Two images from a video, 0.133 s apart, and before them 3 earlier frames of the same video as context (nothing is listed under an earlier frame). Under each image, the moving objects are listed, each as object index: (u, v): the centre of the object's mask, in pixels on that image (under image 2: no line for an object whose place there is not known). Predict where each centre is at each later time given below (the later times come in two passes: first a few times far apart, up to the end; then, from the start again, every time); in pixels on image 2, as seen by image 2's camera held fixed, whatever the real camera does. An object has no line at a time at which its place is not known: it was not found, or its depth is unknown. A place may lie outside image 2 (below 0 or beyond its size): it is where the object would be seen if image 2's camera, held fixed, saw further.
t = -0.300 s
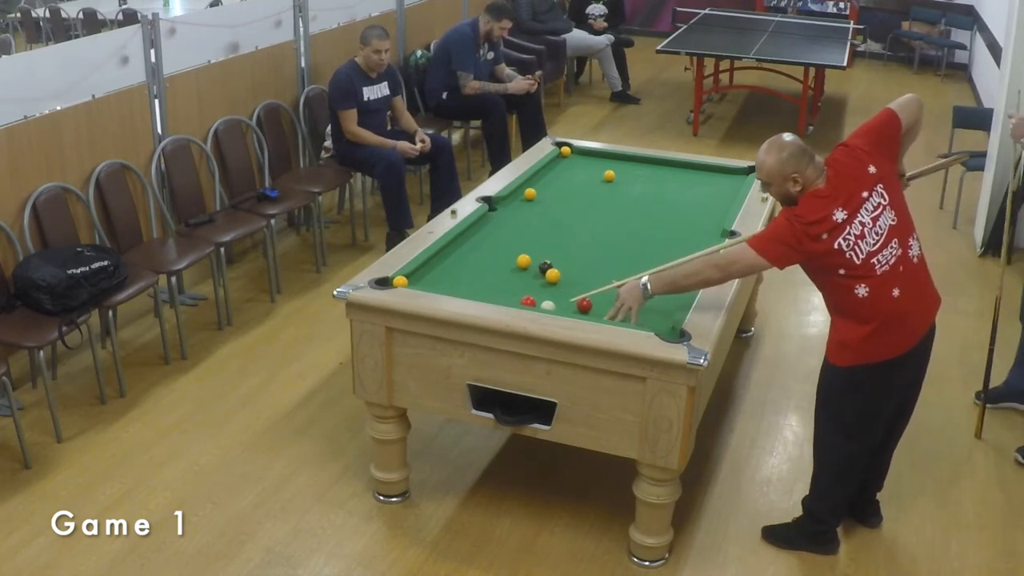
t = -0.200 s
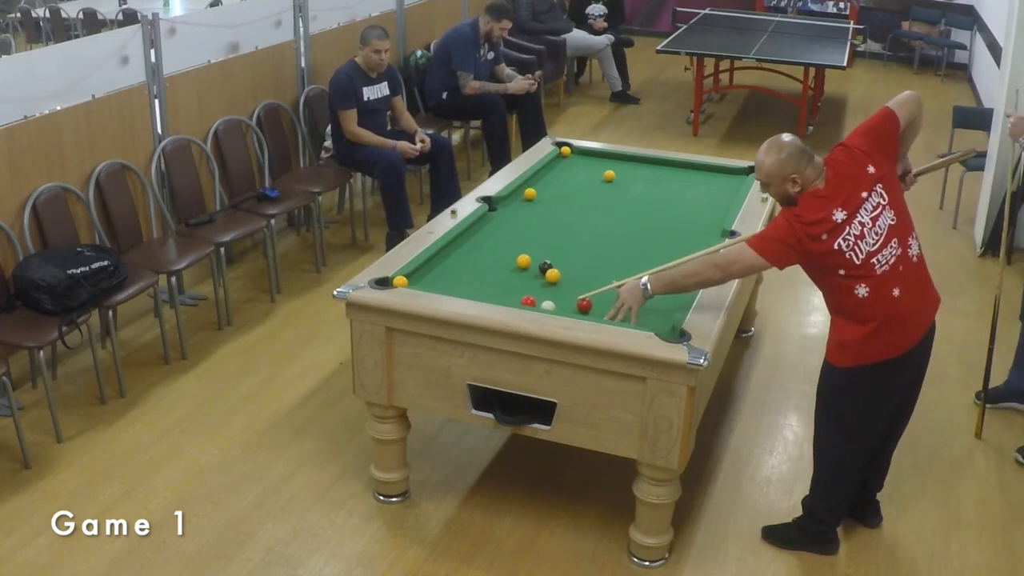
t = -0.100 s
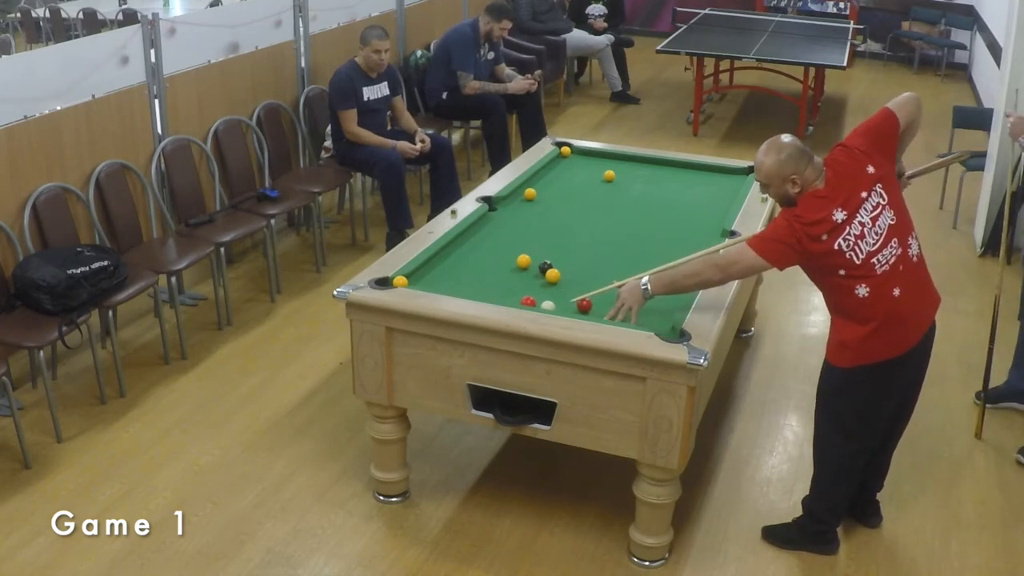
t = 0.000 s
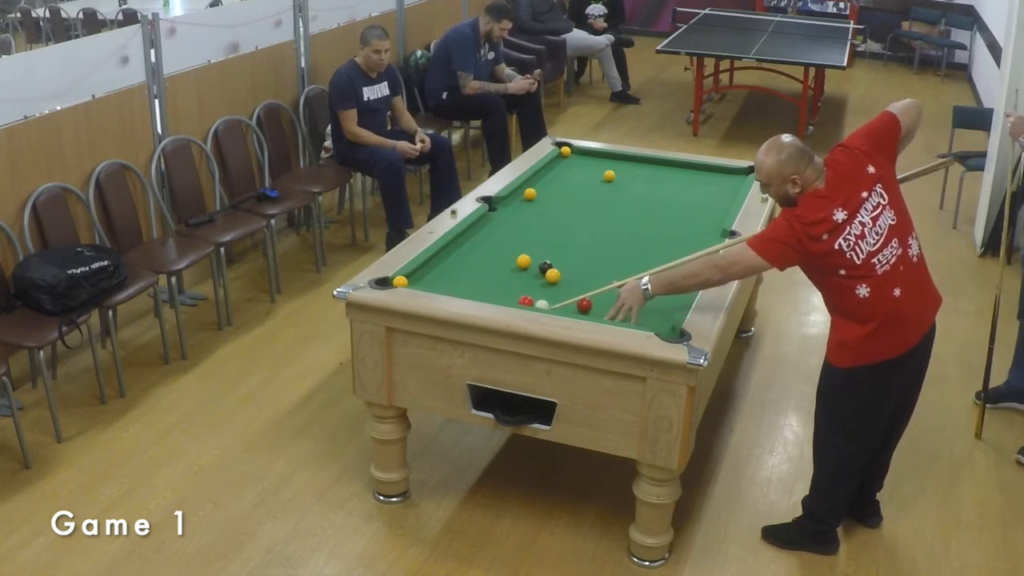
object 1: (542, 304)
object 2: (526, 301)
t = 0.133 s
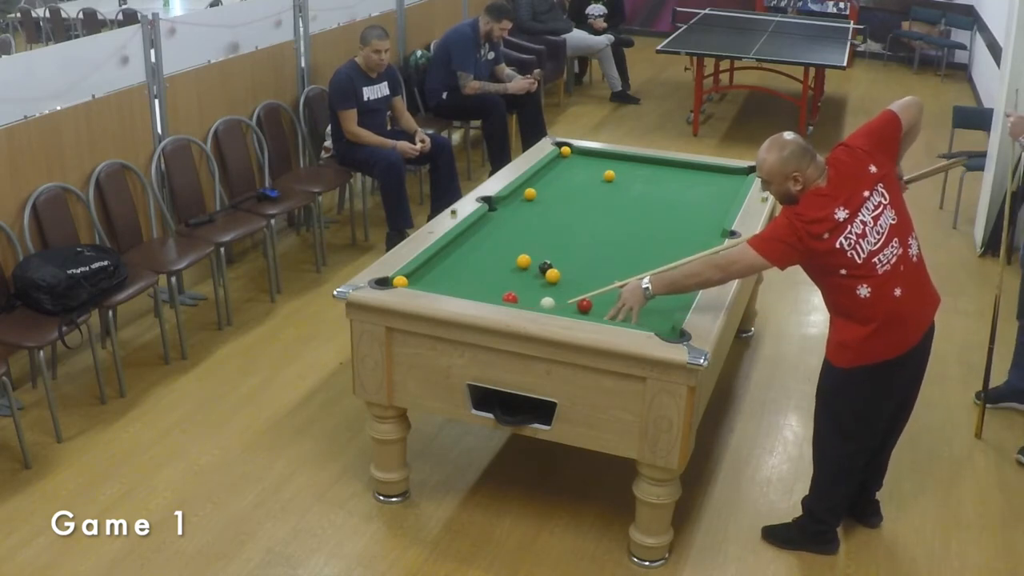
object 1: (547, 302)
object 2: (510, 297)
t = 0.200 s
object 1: (550, 301)
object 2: (503, 296)
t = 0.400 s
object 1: (558, 298)
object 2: (483, 291)
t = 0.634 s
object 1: (567, 294)
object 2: (462, 286)
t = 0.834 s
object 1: (574, 291)
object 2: (444, 283)
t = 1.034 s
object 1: (580, 288)
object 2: (429, 279)
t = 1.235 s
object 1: (586, 286)
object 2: (416, 276)
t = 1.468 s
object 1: (591, 284)
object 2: (428, 277)
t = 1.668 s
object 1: (596, 282)
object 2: (437, 279)
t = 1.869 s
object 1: (600, 281)
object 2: (447, 280)
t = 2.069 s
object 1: (603, 280)
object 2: (455, 281)
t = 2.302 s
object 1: (606, 279)
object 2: (464, 283)
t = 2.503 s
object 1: (607, 279)
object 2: (471, 283)
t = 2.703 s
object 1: (608, 278)
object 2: (477, 284)
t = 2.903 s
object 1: (608, 278)
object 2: (483, 284)
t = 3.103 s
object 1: (608, 278)
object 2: (488, 285)
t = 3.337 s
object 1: (608, 278)
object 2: (492, 285)
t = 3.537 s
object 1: (608, 278)
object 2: (495, 286)
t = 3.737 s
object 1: (608, 278)
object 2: (498, 286)
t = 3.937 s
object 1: (608, 278)
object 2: (500, 286)
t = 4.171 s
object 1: (608, 278)
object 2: (500, 286)
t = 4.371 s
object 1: (608, 278)
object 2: (500, 286)
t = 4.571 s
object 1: (608, 278)
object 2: (500, 286)
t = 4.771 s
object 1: (608, 278)
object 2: (500, 286)
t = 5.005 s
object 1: (608, 278)
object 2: (500, 286)
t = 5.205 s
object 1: (608, 278)
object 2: (500, 286)
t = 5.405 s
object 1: (608, 278)
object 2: (500, 286)
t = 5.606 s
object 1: (608, 278)
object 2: (500, 286)
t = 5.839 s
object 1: (608, 278)
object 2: (500, 286)
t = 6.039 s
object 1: (608, 278)
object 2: (500, 286)
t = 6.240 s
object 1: (608, 278)
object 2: (500, 286)
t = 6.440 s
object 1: (608, 278)
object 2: (500, 286)
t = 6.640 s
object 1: (608, 278)
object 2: (500, 286)
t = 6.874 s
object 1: (608, 278)
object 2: (500, 286)
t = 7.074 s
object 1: (608, 278)
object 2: (500, 286)
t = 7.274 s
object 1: (608, 278)
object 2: (500, 286)
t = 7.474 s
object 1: (608, 278)
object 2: (500, 286)
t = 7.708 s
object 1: (608, 278)
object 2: (500, 286)
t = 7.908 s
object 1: (608, 278)
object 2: (500, 286)
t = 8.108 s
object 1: (608, 278)
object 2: (500, 286)
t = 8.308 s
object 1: (608, 278)
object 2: (500, 286)
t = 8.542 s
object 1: (608, 278)
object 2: (500, 286)
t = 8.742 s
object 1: (608, 278)
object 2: (500, 286)
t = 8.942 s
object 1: (608, 278)
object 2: (500, 286)
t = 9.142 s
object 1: (608, 278)
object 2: (500, 286)
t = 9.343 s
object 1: (608, 278)
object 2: (500, 286)
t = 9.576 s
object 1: (608, 278)
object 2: (500, 286)
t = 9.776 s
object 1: (608, 278)
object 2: (500, 286)
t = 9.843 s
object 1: (608, 278)
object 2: (500, 286)
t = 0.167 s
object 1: (548, 302)
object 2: (507, 296)
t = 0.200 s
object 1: (550, 301)
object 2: (503, 296)
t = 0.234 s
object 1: (551, 301)
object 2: (500, 295)
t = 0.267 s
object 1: (553, 301)
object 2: (496, 294)
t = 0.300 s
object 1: (554, 300)
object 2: (493, 293)
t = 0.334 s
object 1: (556, 300)
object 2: (490, 292)
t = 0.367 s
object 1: (557, 299)
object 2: (486, 292)
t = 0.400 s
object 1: (558, 298)
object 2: (483, 291)
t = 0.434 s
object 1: (559, 298)
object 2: (480, 291)
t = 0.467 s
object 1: (561, 297)
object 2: (477, 290)
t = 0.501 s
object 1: (562, 296)
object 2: (474, 289)
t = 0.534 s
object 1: (563, 296)
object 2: (470, 288)
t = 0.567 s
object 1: (564, 295)
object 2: (467, 288)
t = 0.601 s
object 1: (566, 295)
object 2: (464, 287)
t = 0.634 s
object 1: (567, 294)
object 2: (462, 286)
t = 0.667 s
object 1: (568, 294)
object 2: (458, 285)
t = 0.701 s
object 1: (569, 293)
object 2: (456, 285)
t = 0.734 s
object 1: (570, 293)
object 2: (453, 284)
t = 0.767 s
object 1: (572, 292)
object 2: (450, 284)
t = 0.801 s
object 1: (573, 292)
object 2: (447, 283)
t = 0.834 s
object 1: (574, 291)
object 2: (444, 283)
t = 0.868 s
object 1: (575, 291)
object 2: (442, 282)
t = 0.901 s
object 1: (576, 290)
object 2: (439, 281)
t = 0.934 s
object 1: (577, 289)
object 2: (436, 281)
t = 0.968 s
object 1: (578, 289)
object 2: (434, 280)
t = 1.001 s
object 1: (579, 289)
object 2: (431, 280)
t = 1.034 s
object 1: (580, 288)
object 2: (429, 279)
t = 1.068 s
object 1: (581, 288)
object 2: (427, 278)
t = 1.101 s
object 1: (582, 288)
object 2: (424, 278)
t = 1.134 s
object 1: (583, 287)
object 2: (421, 277)
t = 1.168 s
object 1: (584, 287)
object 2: (419, 277)
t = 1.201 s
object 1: (585, 286)
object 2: (417, 276)
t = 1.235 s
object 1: (586, 286)
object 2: (416, 276)
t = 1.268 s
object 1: (587, 285)
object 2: (417, 276)
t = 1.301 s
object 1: (588, 285)
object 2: (419, 276)
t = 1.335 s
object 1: (589, 285)
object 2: (421, 276)
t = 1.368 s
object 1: (589, 284)
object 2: (422, 276)
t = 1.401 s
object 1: (590, 284)
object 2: (424, 277)
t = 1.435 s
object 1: (591, 284)
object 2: (426, 277)
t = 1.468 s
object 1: (591, 284)
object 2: (428, 277)
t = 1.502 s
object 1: (592, 283)
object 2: (429, 278)
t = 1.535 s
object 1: (593, 283)
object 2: (431, 278)
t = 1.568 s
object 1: (594, 283)
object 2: (433, 278)
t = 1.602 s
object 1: (595, 282)
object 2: (435, 278)
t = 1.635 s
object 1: (595, 282)
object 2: (436, 278)
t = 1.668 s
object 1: (596, 282)
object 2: (437, 279)
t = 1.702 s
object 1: (597, 282)
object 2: (439, 279)
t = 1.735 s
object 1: (597, 281)
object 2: (440, 279)
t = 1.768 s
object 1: (598, 281)
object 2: (442, 279)
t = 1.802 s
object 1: (599, 281)
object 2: (444, 280)
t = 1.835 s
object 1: (599, 281)
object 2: (445, 280)
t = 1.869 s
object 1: (600, 281)
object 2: (447, 280)
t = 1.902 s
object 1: (600, 280)
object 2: (448, 280)
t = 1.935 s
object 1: (601, 280)
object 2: (450, 280)
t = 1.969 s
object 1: (601, 280)
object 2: (451, 280)
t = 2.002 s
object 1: (602, 280)
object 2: (452, 281)
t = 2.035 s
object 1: (602, 280)
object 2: (454, 281)
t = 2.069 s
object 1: (603, 280)
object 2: (455, 281)
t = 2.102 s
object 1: (603, 280)
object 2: (457, 281)
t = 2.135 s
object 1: (604, 279)
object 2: (458, 281)
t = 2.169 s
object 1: (604, 279)
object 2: (459, 282)
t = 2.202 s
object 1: (605, 279)
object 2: (460, 282)
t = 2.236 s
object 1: (605, 279)
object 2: (462, 282)
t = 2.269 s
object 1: (605, 279)
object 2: (463, 282)
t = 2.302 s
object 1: (606, 279)
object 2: (464, 283)
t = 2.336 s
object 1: (606, 279)
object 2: (465, 283)
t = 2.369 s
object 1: (606, 279)
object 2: (467, 282)
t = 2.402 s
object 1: (607, 279)
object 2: (468, 282)
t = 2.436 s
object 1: (607, 279)
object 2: (469, 283)
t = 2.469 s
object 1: (607, 278)
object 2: (470, 283)
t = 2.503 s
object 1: (607, 279)
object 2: (471, 283)
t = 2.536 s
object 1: (607, 279)
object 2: (472, 283)
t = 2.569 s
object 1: (608, 278)
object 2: (473, 283)
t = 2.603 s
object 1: (608, 278)
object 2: (474, 284)
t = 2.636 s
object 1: (608, 278)
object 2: (475, 284)
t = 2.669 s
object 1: (608, 278)
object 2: (476, 284)
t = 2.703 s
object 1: (608, 278)
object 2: (477, 284)
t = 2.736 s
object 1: (608, 278)
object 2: (478, 284)
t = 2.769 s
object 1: (608, 278)
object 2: (479, 284)
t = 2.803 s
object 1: (608, 278)
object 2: (480, 284)
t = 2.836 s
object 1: (608, 278)
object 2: (481, 284)
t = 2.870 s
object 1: (608, 278)
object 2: (482, 284)
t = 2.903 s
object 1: (608, 278)
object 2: (483, 284)
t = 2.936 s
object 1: (608, 278)
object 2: (483, 284)
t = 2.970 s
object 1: (608, 278)
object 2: (485, 285)
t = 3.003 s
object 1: (608, 278)
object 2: (485, 285)
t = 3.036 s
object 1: (608, 278)
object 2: (486, 285)
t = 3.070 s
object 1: (608, 278)
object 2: (487, 285)
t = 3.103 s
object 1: (608, 278)
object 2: (488, 285)
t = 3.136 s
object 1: (608, 278)
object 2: (488, 285)
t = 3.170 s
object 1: (608, 278)
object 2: (489, 285)
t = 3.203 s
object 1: (608, 278)
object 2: (490, 285)
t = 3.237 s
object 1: (608, 278)
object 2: (490, 285)
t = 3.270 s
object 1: (608, 278)
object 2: (491, 285)
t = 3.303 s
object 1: (608, 278)
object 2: (492, 285)
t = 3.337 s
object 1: (608, 278)
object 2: (492, 285)
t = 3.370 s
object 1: (608, 278)
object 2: (493, 285)
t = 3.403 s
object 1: (608, 278)
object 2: (494, 285)
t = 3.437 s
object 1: (608, 278)
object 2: (494, 286)
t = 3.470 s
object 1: (608, 278)
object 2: (494, 285)
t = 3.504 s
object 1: (608, 278)
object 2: (495, 285)
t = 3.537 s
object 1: (608, 278)
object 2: (495, 286)
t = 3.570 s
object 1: (608, 278)
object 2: (496, 286)
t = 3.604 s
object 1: (608, 278)
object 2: (496, 286)
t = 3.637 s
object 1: (608, 278)
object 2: (497, 286)
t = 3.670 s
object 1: (608, 278)
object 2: (497, 286)
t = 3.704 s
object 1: (608, 278)
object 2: (498, 286)
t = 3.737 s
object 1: (608, 278)
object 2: (498, 286)
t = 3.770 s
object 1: (608, 278)
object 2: (498, 286)
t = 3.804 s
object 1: (608, 278)
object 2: (499, 286)
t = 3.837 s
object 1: (608, 278)
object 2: (499, 286)
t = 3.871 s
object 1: (608, 278)
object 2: (499, 286)
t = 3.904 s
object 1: (608, 278)
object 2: (500, 286)
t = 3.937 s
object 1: (608, 278)
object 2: (500, 286)
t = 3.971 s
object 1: (608, 278)
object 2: (500, 286)
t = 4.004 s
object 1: (608, 278)
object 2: (500, 286)
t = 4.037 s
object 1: (608, 278)
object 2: (500, 286)
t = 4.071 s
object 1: (608, 278)
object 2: (500, 286)
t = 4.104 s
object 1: (608, 278)
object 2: (500, 286)
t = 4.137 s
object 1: (608, 278)
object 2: (500, 286)
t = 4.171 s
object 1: (608, 278)
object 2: (500, 286)
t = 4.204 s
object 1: (608, 278)
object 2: (500, 286)
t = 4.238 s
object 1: (608, 278)
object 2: (500, 286)
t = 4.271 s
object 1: (608, 278)
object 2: (500, 286)
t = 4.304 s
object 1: (608, 278)
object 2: (500, 286)
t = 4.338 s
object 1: (608, 278)
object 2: (500, 286)
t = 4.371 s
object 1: (608, 278)
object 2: (500, 286)
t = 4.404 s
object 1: (608, 278)
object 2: (500, 286)
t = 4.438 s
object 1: (608, 278)
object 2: (500, 286)
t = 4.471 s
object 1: (608, 278)
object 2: (500, 286)
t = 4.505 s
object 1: (608, 278)
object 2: (500, 286)
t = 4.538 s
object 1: (608, 278)
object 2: (500, 286)
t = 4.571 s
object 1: (608, 278)
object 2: (500, 286)
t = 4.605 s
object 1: (608, 278)
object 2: (500, 286)
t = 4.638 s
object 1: (608, 278)
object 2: (500, 286)
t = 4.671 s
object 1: (608, 278)
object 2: (500, 286)
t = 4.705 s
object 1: (608, 278)
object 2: (500, 286)
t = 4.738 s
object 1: (608, 278)
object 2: (500, 286)
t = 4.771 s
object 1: (608, 278)
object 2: (500, 286)
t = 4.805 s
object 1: (608, 278)
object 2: (500, 286)
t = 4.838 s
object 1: (608, 278)
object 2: (500, 286)
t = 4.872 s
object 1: (608, 278)
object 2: (500, 286)
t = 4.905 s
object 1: (608, 278)
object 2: (500, 286)
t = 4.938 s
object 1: (608, 278)
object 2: (500, 286)
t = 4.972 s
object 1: (608, 278)
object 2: (500, 286)
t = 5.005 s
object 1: (608, 278)
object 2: (500, 286)
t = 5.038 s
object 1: (608, 278)
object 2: (500, 286)
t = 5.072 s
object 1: (608, 278)
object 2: (500, 286)
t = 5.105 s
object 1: (608, 278)
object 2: (500, 286)
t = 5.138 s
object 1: (608, 278)
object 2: (500, 286)
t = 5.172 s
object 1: (608, 278)
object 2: (500, 286)
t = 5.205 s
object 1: (608, 278)
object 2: (500, 286)
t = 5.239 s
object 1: (608, 278)
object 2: (500, 286)
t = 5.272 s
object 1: (609, 278)
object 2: (500, 286)
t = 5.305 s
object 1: (608, 278)
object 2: (500, 286)
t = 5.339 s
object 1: (608, 278)
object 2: (500, 286)
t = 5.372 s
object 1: (608, 278)
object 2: (500, 286)
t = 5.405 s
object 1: (608, 278)
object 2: (500, 286)
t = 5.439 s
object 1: (608, 278)
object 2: (500, 286)
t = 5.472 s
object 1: (608, 278)
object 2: (500, 286)
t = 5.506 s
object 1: (608, 278)
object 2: (500, 286)
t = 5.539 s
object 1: (608, 278)
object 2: (500, 286)
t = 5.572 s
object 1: (608, 278)
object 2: (500, 286)
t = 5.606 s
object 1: (608, 278)
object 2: (500, 286)
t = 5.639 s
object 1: (608, 278)
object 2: (500, 286)
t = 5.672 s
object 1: (608, 278)
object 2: (500, 286)
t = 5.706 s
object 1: (608, 278)
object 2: (500, 286)
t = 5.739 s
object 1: (608, 278)
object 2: (500, 286)
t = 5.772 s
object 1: (608, 278)
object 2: (500, 286)
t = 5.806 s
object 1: (609, 278)
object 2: (500, 286)
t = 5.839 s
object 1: (608, 278)
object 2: (500, 286)
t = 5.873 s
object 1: (608, 278)
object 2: (500, 286)
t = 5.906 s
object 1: (608, 278)
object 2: (500, 286)
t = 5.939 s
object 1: (609, 278)
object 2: (500, 286)
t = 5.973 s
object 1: (608, 278)
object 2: (500, 286)
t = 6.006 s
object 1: (608, 278)
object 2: (500, 286)
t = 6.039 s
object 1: (608, 278)
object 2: (500, 286)
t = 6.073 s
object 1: (608, 278)
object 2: (500, 286)
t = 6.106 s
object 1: (608, 278)
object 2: (500, 286)
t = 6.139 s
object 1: (608, 278)
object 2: (500, 286)
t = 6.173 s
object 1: (609, 278)
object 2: (500, 286)
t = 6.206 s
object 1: (608, 278)
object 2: (500, 286)
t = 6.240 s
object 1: (608, 278)
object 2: (500, 286)
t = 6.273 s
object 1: (608, 278)
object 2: (500, 286)
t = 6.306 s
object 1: (608, 278)
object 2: (500, 286)
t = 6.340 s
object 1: (608, 278)
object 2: (500, 286)
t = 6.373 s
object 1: (608, 278)
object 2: (500, 286)
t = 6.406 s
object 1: (608, 278)
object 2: (500, 286)
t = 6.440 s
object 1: (608, 278)
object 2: (500, 286)
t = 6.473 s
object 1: (608, 278)
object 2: (500, 286)
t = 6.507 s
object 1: (608, 278)
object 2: (500, 286)
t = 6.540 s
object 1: (608, 278)
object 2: (500, 286)
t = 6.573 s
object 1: (608, 278)
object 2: (500, 286)
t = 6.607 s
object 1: (608, 278)
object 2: (500, 286)
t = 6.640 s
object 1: (608, 278)
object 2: (500, 286)
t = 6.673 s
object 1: (608, 278)
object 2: (500, 286)
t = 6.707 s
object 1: (608, 278)
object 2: (500, 286)
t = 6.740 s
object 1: (608, 278)
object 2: (500, 286)
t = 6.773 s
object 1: (608, 278)
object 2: (500, 286)
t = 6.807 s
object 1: (608, 278)
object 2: (500, 286)
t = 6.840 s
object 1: (608, 278)
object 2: (500, 286)
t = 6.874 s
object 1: (608, 278)
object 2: (500, 286)
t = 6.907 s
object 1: (608, 278)
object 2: (500, 286)
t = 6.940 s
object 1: (608, 278)
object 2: (500, 286)
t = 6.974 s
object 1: (608, 278)
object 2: (500, 286)
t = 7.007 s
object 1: (608, 278)
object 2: (500, 286)
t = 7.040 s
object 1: (608, 278)
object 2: (500, 286)
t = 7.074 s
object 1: (608, 278)
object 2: (500, 286)
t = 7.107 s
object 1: (608, 278)
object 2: (500, 286)
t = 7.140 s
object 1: (608, 278)
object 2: (500, 286)
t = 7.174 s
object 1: (608, 278)
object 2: (500, 286)
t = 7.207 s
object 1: (608, 278)
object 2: (500, 286)
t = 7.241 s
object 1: (608, 278)
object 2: (500, 286)
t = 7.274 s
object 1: (608, 278)
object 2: (500, 286)
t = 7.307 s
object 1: (608, 278)
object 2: (500, 286)
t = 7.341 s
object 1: (608, 278)
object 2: (500, 286)
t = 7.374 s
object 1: (608, 278)
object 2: (500, 286)
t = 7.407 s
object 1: (608, 278)
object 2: (500, 286)
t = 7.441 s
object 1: (608, 278)
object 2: (500, 286)
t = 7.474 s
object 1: (608, 278)
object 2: (500, 286)
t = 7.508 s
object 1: (608, 278)
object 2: (500, 286)
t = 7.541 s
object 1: (608, 278)
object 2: (500, 286)
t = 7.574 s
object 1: (608, 278)
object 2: (500, 286)
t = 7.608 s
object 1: (608, 278)
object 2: (500, 286)
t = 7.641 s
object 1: (608, 278)
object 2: (500, 286)
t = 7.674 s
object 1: (608, 278)
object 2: (500, 286)
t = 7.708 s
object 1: (608, 278)
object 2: (500, 286)
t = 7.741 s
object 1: (608, 278)
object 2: (500, 286)
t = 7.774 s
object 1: (608, 278)
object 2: (500, 286)
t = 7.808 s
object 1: (608, 278)
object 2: (500, 286)
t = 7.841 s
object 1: (608, 278)
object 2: (500, 286)
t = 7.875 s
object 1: (608, 278)
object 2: (500, 286)
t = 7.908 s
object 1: (608, 278)
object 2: (500, 286)
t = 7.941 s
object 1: (608, 278)
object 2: (500, 286)
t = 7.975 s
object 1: (608, 278)
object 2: (500, 286)
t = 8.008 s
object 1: (608, 278)
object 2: (500, 286)
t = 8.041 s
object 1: (608, 278)
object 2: (500, 286)
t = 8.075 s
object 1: (608, 278)
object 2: (500, 286)
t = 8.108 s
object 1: (608, 278)
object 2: (500, 286)
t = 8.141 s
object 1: (608, 278)
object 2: (500, 286)
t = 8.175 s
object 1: (608, 278)
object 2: (500, 286)
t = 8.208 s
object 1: (608, 278)
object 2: (500, 286)
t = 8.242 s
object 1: (608, 278)
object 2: (500, 286)
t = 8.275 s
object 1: (608, 278)
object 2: (500, 286)
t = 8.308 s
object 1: (608, 278)
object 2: (500, 286)
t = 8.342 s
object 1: (608, 278)
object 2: (500, 286)
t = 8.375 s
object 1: (608, 278)
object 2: (500, 286)
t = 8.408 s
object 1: (608, 278)
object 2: (500, 286)
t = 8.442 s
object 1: (608, 278)
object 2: (500, 286)
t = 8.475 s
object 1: (608, 278)
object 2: (500, 286)
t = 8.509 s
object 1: (608, 278)
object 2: (500, 286)
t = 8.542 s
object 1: (608, 278)
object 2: (500, 286)
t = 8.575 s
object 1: (608, 278)
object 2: (500, 286)
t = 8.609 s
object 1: (608, 278)
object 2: (500, 286)
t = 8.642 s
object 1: (608, 278)
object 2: (500, 286)
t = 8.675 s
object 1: (608, 278)
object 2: (500, 286)
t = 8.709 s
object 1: (608, 278)
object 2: (500, 286)
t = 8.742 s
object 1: (608, 278)
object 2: (500, 286)
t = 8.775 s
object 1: (608, 278)
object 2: (500, 286)
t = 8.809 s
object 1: (608, 278)
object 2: (500, 286)
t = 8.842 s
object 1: (608, 278)
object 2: (500, 286)
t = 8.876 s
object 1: (608, 278)
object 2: (500, 286)
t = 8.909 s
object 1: (608, 278)
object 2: (500, 286)
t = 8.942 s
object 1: (608, 278)
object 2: (500, 286)
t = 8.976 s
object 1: (608, 278)
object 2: (500, 286)
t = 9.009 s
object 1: (608, 278)
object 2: (500, 286)
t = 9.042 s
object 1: (608, 278)
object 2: (500, 286)
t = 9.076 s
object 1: (608, 278)
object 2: (500, 286)
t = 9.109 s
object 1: (608, 278)
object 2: (500, 286)
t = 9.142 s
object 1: (608, 278)
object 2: (500, 286)
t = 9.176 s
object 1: (608, 278)
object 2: (500, 286)
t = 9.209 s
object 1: (608, 278)
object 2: (500, 286)
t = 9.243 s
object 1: (608, 278)
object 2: (500, 286)
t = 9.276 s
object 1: (608, 278)
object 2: (500, 286)
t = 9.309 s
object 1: (608, 278)
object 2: (500, 286)
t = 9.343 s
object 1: (608, 278)
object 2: (500, 286)
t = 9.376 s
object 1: (608, 278)
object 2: (500, 286)
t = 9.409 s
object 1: (608, 278)
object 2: (500, 286)
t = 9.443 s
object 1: (608, 278)
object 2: (500, 286)
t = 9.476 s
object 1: (608, 278)
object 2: (500, 286)
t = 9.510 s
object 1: (608, 278)
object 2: (500, 286)
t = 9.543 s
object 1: (608, 278)
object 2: (500, 286)
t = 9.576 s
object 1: (608, 278)
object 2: (500, 286)
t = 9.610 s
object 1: (608, 278)
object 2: (500, 286)
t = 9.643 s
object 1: (608, 278)
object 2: (500, 286)
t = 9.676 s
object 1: (608, 278)
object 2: (500, 286)
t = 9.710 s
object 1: (608, 278)
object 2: (500, 286)
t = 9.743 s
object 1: (608, 278)
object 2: (500, 286)
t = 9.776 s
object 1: (608, 278)
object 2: (500, 286)
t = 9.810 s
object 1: (608, 278)
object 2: (500, 286)
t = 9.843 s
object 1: (608, 278)
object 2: (500, 286)
